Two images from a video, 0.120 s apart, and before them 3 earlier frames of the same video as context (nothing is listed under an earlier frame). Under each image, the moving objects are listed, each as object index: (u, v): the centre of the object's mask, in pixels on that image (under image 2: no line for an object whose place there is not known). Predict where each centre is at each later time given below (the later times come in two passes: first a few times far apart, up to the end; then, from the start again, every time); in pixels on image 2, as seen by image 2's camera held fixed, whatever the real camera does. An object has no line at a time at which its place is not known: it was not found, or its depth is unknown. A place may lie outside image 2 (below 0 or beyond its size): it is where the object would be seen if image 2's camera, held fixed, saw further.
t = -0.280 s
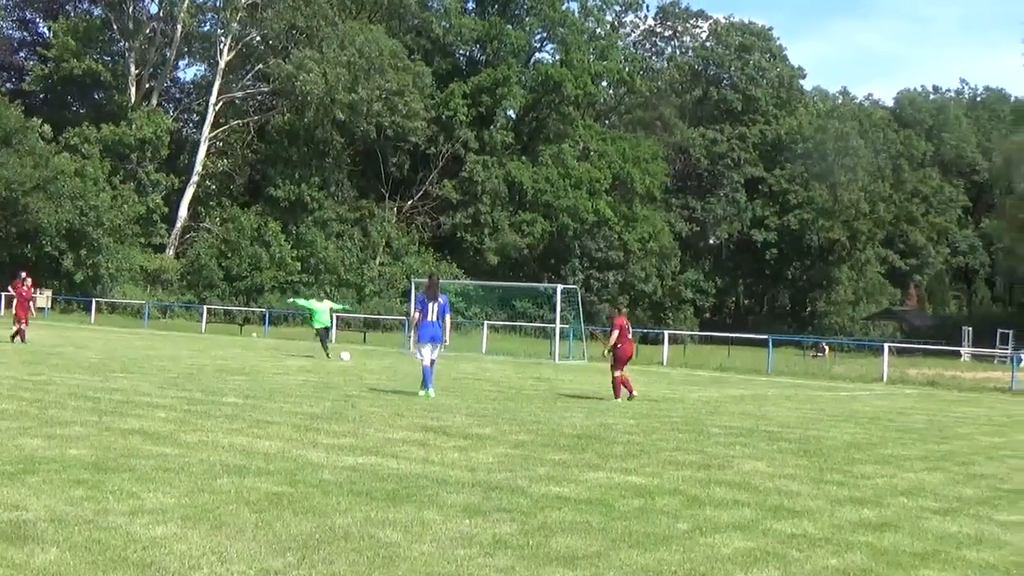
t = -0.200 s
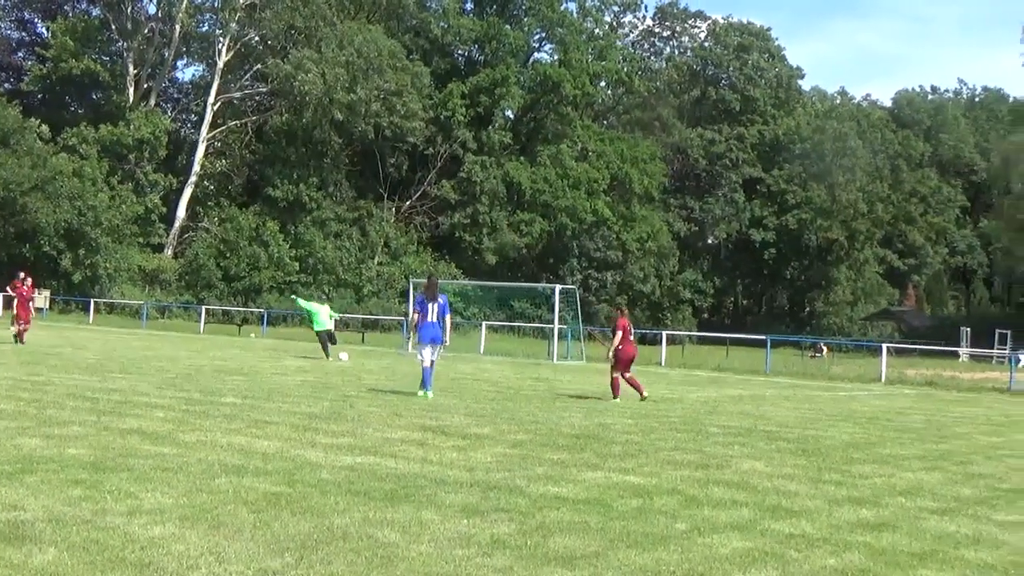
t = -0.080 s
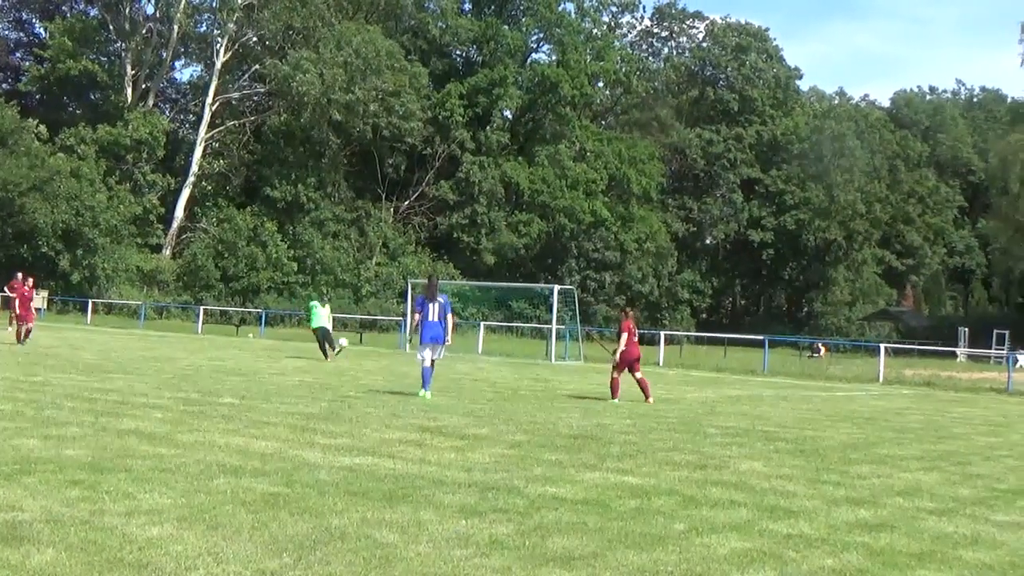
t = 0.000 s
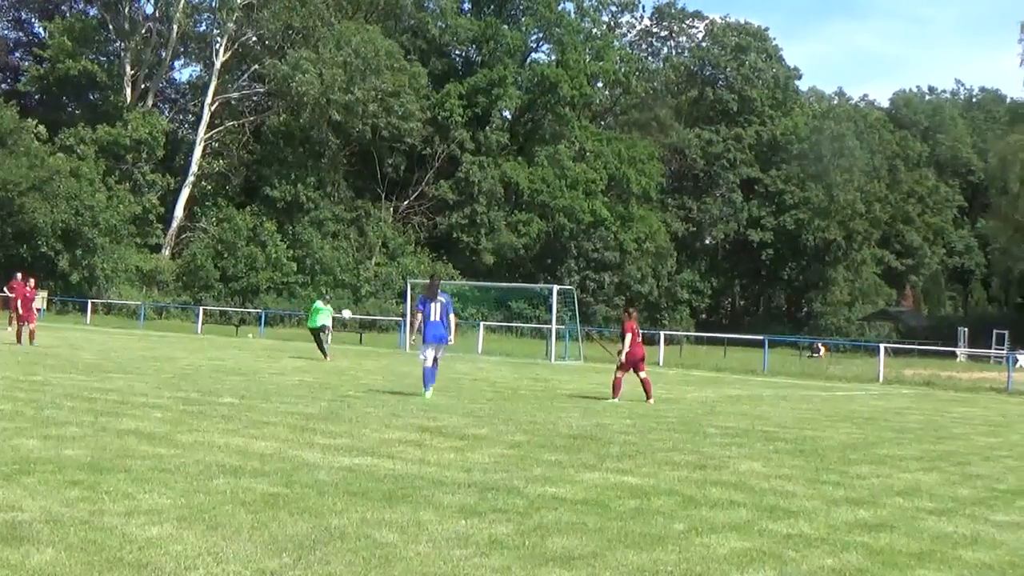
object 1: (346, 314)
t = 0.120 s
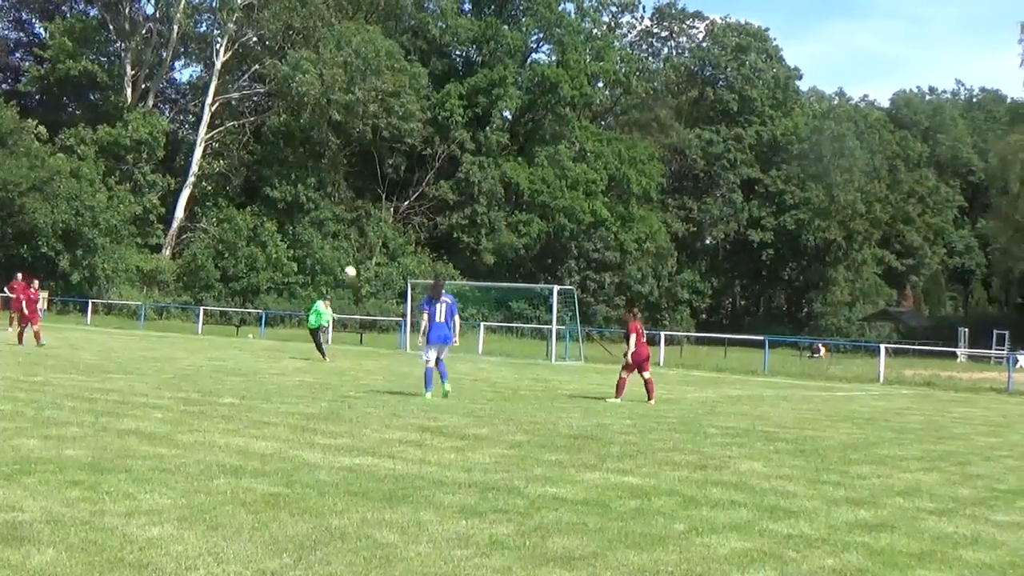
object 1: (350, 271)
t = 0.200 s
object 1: (351, 242)
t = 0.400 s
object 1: (350, 172)
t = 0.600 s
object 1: (344, 102)
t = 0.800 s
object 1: (327, 37)
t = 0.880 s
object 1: (316, 12)
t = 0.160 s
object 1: (351, 256)
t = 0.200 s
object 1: (351, 242)
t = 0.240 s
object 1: (351, 227)
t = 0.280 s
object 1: (351, 214)
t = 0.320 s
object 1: (351, 199)
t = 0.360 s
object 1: (351, 186)
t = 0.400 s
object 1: (350, 172)
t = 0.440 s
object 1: (350, 157)
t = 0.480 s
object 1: (349, 144)
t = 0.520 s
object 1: (348, 130)
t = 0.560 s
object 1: (346, 117)
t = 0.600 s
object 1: (344, 102)
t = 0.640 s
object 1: (341, 89)
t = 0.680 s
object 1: (339, 75)
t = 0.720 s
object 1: (336, 62)
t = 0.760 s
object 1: (331, 49)
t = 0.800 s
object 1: (327, 37)
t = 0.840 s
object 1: (321, 24)
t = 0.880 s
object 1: (316, 12)
